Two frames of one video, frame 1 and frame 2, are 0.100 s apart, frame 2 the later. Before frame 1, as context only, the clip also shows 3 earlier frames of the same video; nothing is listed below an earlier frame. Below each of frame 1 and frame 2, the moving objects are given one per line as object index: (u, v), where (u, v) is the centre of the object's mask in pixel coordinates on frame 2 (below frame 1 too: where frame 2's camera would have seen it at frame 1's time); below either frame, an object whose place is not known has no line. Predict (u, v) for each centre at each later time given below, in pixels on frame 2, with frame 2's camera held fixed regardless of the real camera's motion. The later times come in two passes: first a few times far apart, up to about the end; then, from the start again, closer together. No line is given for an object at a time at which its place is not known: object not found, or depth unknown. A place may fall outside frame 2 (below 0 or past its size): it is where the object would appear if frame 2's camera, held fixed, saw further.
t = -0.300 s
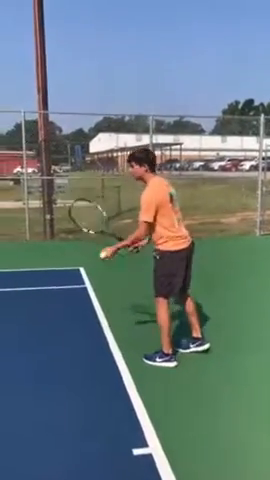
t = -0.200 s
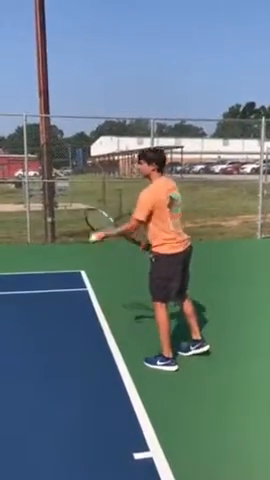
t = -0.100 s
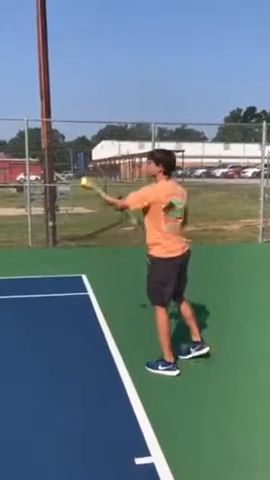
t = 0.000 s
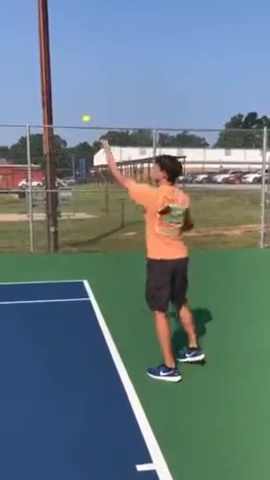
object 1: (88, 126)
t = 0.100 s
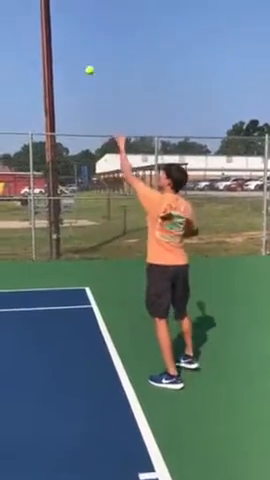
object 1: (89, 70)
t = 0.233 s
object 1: (91, 14)
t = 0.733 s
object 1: (99, 8)
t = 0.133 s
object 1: (90, 55)
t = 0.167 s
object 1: (90, 40)
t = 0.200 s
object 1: (90, 27)
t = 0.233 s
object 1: (91, 14)
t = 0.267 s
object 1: (92, 4)
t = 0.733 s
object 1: (99, 8)
